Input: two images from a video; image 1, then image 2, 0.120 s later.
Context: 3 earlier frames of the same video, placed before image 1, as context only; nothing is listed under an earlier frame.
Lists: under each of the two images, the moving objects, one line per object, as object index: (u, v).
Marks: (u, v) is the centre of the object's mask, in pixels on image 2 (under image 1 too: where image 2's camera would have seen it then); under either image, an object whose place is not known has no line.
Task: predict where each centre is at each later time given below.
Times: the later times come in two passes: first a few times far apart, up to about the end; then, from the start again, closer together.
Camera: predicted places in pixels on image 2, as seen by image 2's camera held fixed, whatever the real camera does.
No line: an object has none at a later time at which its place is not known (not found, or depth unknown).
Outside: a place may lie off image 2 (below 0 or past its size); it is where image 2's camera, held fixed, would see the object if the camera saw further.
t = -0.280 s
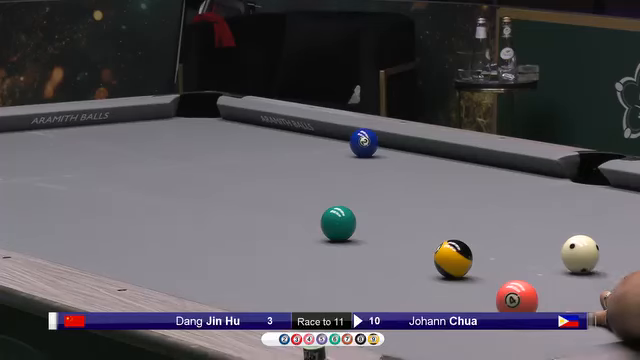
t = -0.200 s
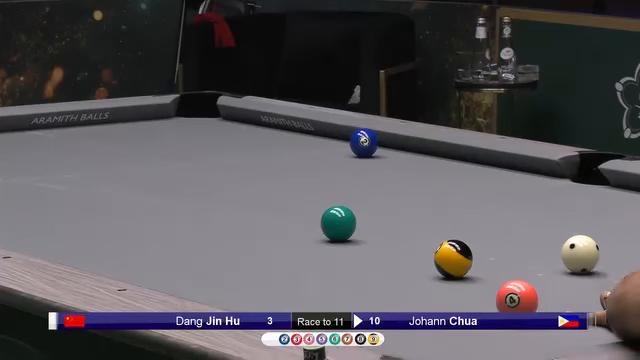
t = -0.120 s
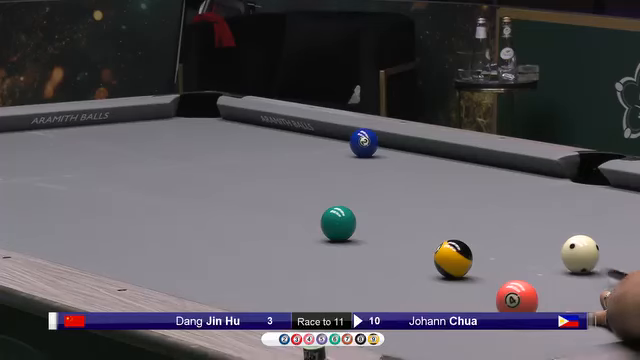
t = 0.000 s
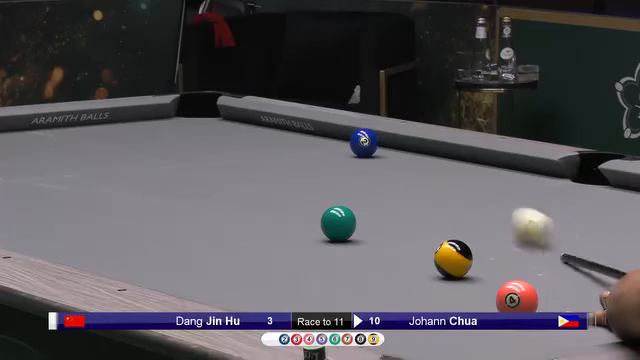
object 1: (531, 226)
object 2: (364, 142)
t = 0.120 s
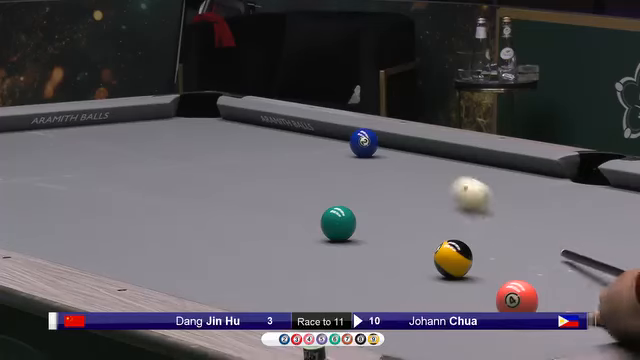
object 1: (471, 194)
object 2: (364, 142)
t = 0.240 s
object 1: (422, 169)
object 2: (364, 143)
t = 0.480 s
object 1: (403, 143)
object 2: (308, 128)
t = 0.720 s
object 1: (401, 147)
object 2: (206, 109)
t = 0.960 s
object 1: (390, 150)
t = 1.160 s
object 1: (381, 152)
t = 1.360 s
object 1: (373, 155)
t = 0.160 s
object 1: (453, 186)
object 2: (364, 143)
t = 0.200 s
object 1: (437, 177)
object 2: (364, 143)
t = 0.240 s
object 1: (422, 169)
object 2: (364, 143)
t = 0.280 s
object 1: (408, 162)
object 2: (364, 143)
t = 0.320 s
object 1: (394, 154)
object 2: (363, 143)
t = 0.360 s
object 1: (383, 148)
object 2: (360, 142)
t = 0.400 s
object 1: (385, 145)
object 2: (352, 138)
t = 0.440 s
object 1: (394, 144)
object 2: (328, 134)
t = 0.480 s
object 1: (403, 143)
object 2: (308, 128)
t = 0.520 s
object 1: (411, 143)
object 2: (291, 126)
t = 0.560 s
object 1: (410, 144)
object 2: (272, 122)
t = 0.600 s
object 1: (406, 145)
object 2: (257, 118)
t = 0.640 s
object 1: (404, 145)
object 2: (243, 114)
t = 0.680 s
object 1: (402, 146)
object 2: (224, 111)
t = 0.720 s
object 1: (401, 147)
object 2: (206, 109)
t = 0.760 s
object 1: (399, 147)
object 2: (191, 106)
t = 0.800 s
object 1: (397, 147)
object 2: (193, 105)
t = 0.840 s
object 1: (395, 148)
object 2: (204, 104)
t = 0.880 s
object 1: (393, 148)
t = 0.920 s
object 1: (392, 149)
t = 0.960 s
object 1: (390, 150)
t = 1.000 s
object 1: (388, 150)
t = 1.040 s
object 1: (387, 151)
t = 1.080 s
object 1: (385, 151)
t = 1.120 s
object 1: (383, 152)
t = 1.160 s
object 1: (381, 152)
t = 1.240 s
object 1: (378, 153)
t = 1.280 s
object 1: (376, 153)
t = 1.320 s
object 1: (374, 154)
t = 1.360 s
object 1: (373, 155)
